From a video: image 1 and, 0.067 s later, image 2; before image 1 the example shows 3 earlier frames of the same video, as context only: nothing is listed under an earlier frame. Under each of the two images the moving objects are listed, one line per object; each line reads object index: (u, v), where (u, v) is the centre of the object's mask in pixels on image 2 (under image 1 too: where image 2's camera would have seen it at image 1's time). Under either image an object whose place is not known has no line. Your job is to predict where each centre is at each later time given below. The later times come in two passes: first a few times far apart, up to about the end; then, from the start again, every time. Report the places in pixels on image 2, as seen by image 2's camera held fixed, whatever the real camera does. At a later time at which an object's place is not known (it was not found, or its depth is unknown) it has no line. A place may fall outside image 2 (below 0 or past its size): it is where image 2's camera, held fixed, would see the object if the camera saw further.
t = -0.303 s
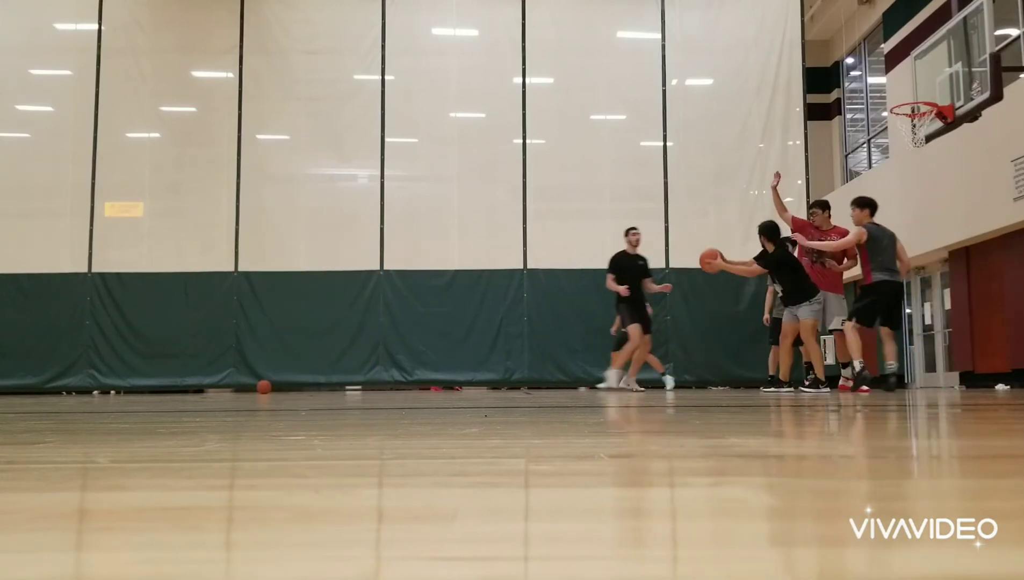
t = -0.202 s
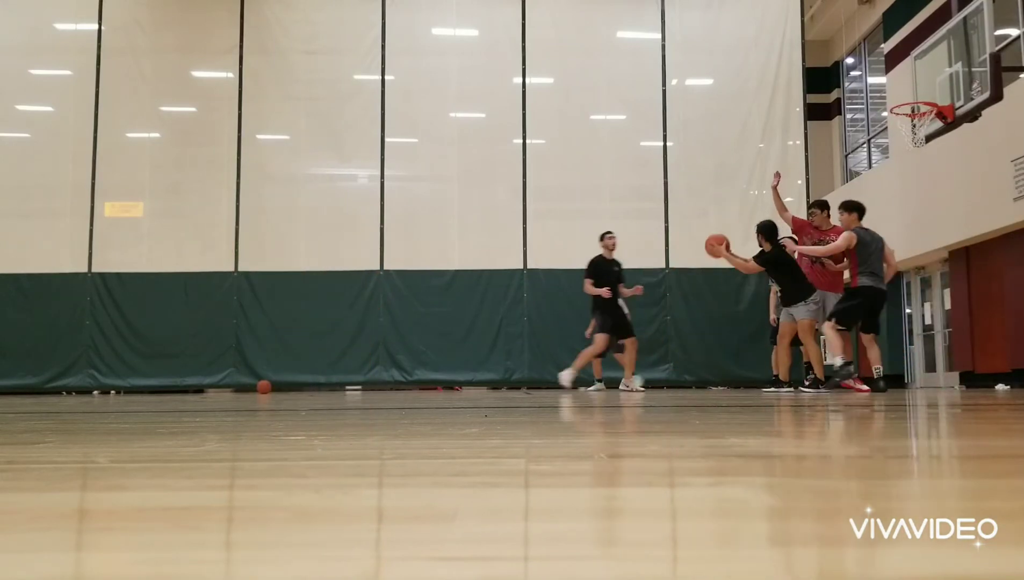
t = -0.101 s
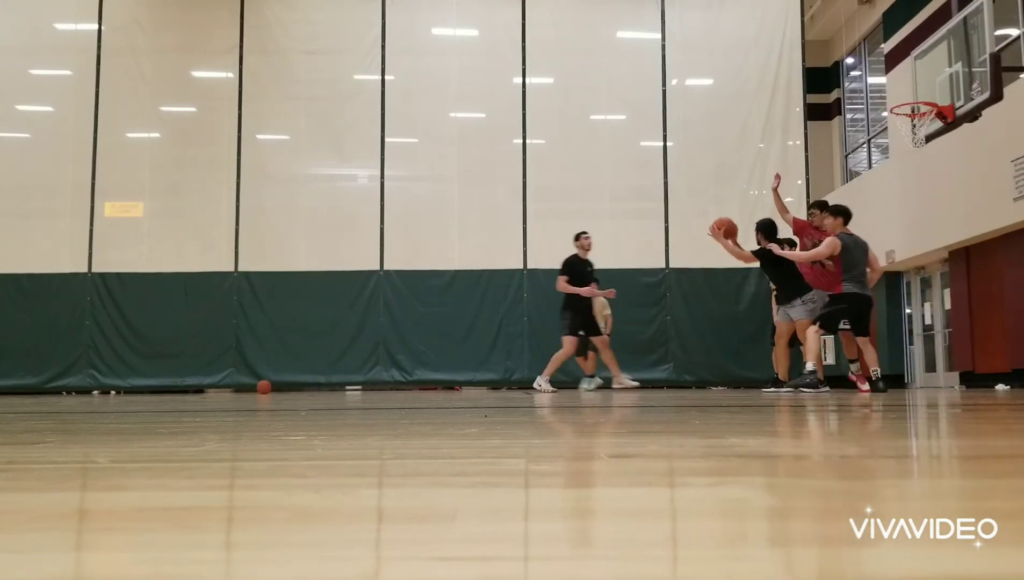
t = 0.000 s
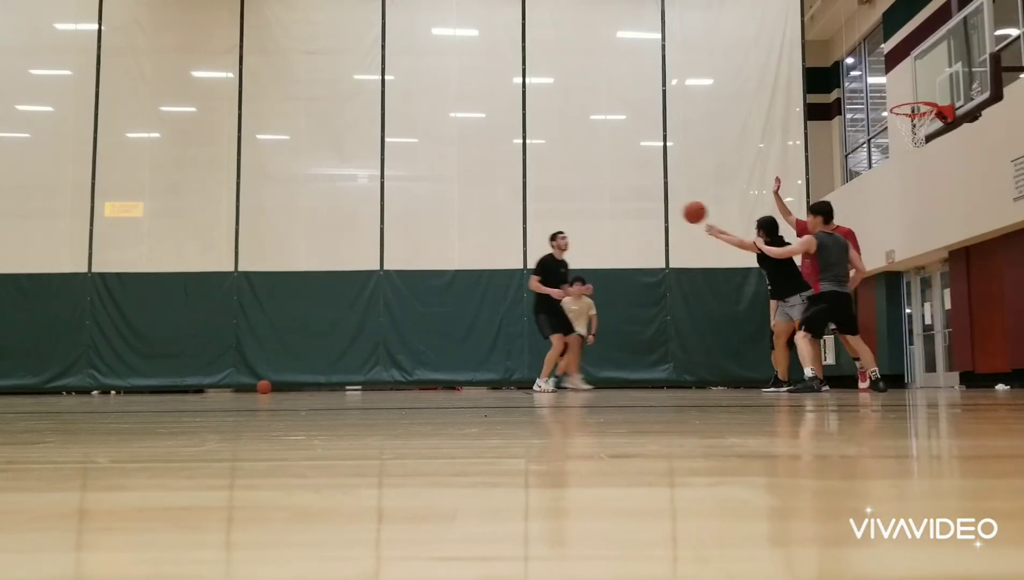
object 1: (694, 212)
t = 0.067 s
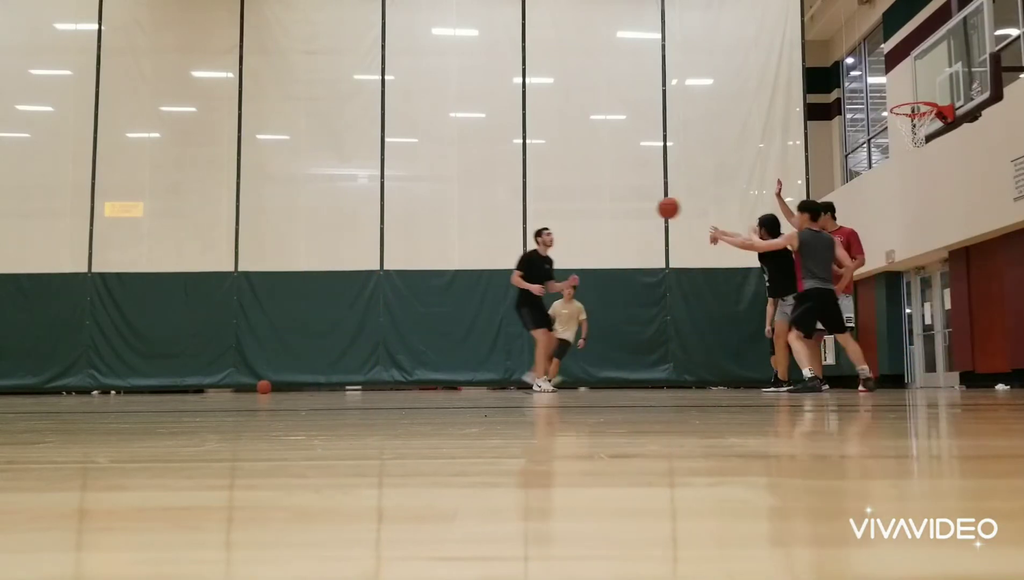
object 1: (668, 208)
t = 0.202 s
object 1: (622, 212)
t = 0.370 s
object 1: (574, 234)
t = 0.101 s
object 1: (656, 207)
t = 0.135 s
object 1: (644, 208)
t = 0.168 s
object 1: (633, 209)
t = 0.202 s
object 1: (622, 212)
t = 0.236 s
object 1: (612, 215)
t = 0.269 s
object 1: (602, 218)
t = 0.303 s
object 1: (592, 223)
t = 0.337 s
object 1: (583, 228)
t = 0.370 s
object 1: (574, 234)
